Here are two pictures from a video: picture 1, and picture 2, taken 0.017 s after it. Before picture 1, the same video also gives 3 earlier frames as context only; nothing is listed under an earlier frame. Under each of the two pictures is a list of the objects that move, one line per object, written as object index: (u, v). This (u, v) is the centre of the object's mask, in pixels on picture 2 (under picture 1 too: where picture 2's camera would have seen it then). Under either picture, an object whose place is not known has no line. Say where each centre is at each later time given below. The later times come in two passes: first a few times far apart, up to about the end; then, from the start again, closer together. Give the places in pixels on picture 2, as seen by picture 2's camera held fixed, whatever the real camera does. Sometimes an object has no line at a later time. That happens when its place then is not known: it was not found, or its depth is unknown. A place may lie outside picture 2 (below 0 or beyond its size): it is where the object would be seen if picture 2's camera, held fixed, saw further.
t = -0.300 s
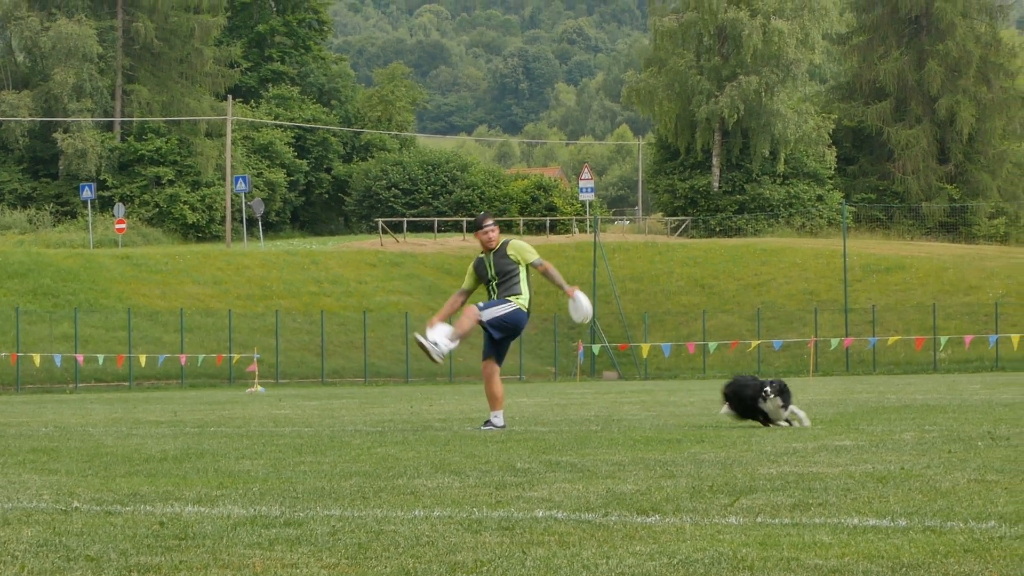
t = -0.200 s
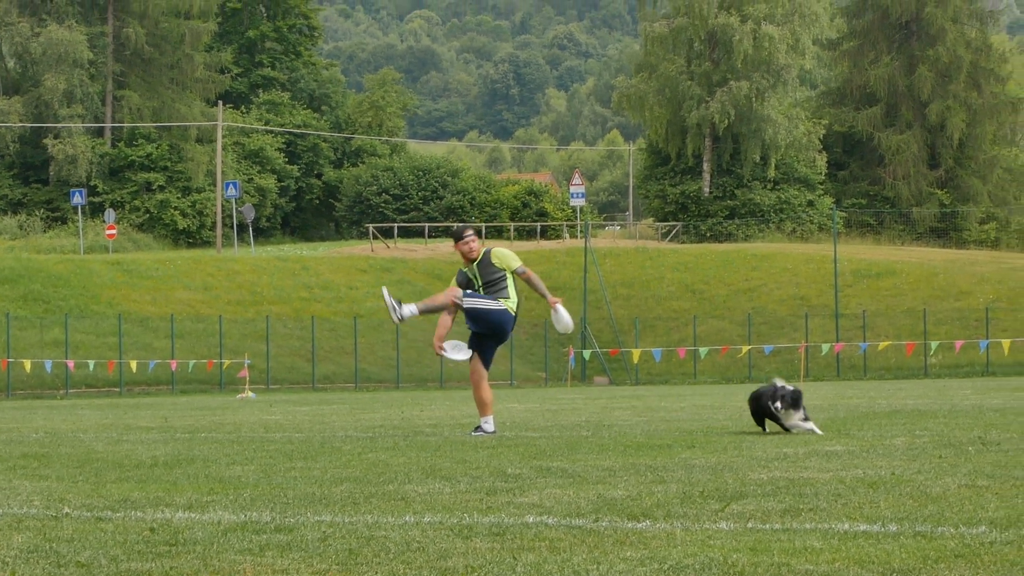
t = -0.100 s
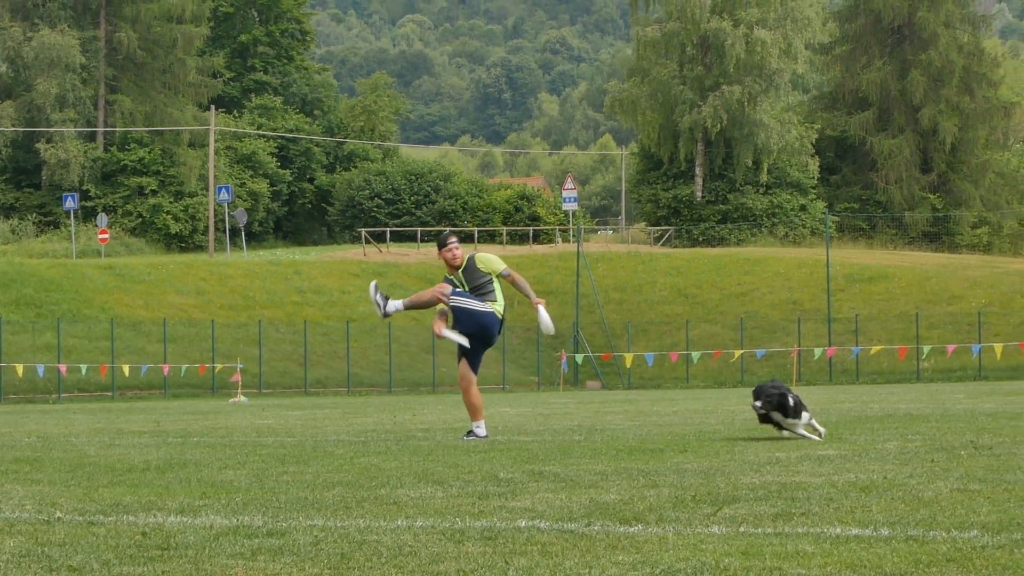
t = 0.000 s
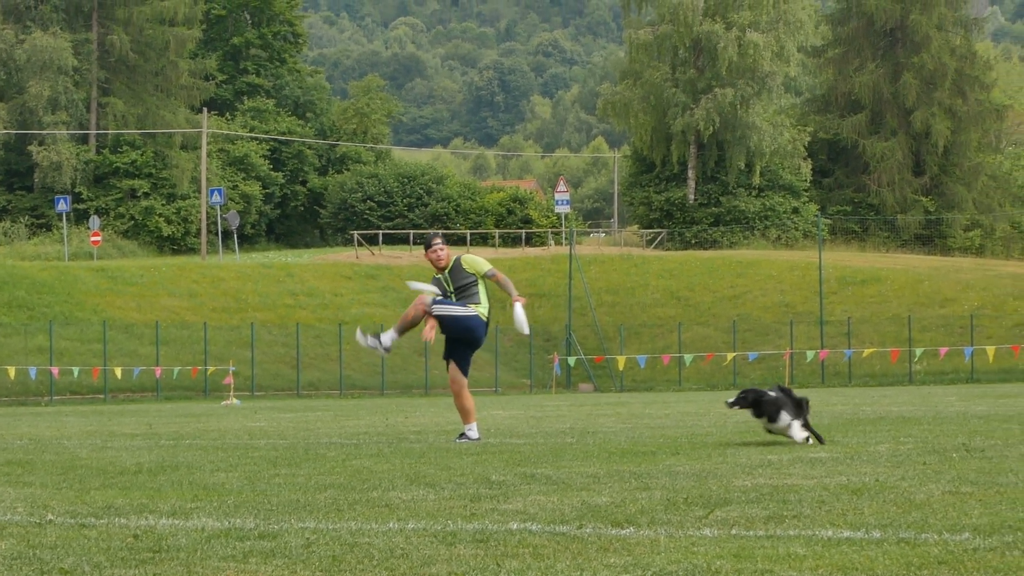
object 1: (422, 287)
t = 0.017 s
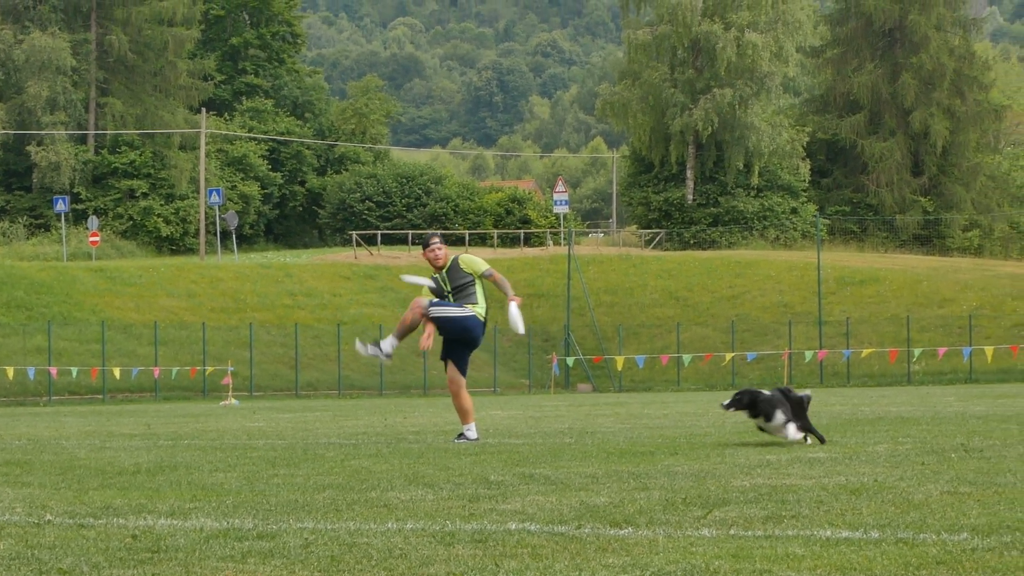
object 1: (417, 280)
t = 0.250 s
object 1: (349, 225)
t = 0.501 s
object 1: (275, 233)
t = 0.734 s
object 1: (213, 275)
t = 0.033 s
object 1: (413, 273)
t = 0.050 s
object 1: (408, 267)
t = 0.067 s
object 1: (404, 262)
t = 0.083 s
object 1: (398, 256)
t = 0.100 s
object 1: (393, 251)
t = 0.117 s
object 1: (388, 247)
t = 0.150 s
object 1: (379, 239)
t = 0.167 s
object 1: (373, 236)
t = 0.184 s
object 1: (368, 233)
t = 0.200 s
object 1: (363, 230)
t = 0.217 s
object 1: (358, 229)
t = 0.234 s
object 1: (354, 226)
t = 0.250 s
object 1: (349, 225)
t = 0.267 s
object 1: (344, 223)
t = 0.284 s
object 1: (339, 223)
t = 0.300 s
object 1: (334, 222)
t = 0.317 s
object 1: (329, 221)
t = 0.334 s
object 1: (324, 222)
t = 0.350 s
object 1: (319, 222)
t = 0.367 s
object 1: (314, 222)
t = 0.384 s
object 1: (307, 224)
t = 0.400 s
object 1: (303, 224)
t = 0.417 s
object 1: (297, 225)
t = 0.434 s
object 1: (291, 226)
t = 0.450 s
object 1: (288, 227)
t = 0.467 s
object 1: (284, 229)
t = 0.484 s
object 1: (280, 231)
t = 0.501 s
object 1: (275, 233)
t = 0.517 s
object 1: (274, 233)
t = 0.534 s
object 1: (269, 235)
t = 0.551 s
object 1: (262, 241)
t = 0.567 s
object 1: (257, 243)
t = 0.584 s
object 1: (256, 243)
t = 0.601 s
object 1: (250, 247)
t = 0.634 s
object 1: (243, 252)
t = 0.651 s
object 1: (239, 256)
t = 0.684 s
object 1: (227, 264)
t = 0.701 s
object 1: (222, 268)
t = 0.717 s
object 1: (216, 272)
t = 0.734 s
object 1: (213, 275)
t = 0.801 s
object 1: (194, 292)
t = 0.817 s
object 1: (189, 297)
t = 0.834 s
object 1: (181, 303)
